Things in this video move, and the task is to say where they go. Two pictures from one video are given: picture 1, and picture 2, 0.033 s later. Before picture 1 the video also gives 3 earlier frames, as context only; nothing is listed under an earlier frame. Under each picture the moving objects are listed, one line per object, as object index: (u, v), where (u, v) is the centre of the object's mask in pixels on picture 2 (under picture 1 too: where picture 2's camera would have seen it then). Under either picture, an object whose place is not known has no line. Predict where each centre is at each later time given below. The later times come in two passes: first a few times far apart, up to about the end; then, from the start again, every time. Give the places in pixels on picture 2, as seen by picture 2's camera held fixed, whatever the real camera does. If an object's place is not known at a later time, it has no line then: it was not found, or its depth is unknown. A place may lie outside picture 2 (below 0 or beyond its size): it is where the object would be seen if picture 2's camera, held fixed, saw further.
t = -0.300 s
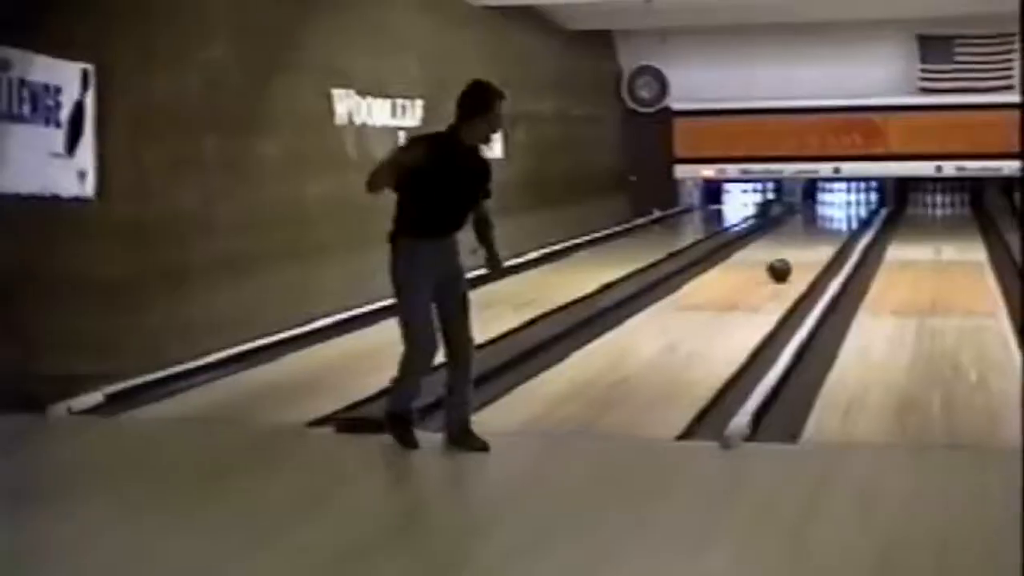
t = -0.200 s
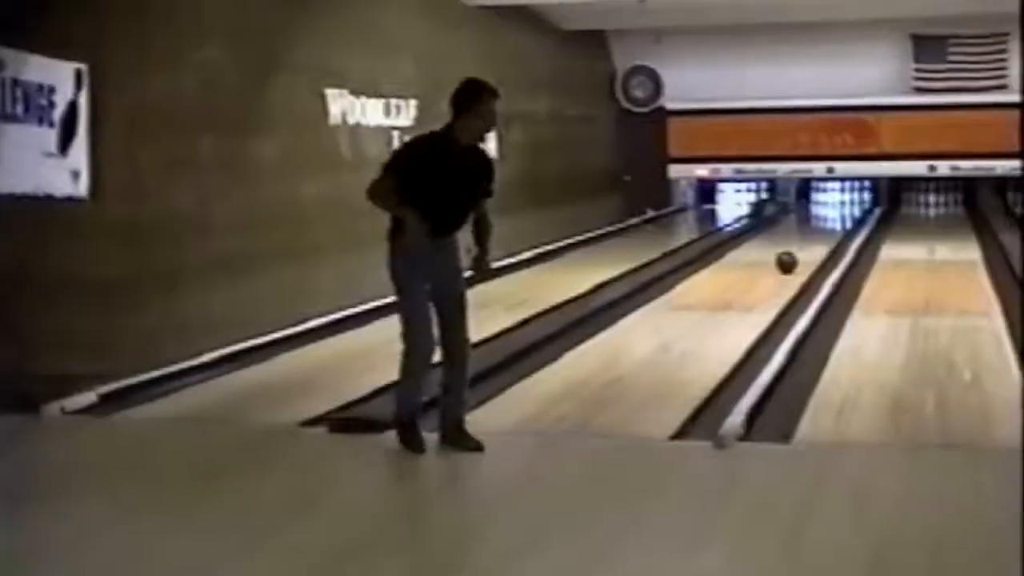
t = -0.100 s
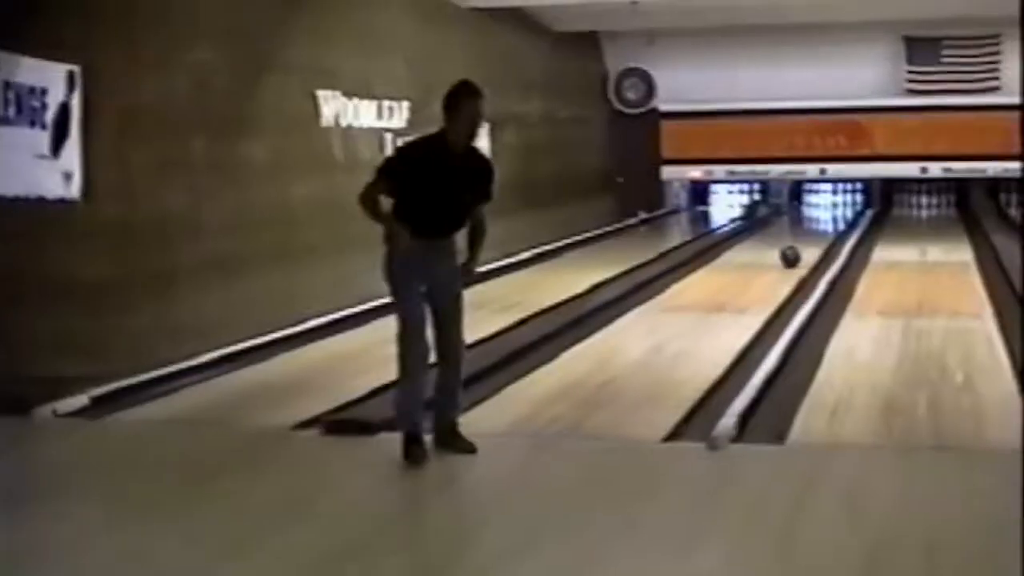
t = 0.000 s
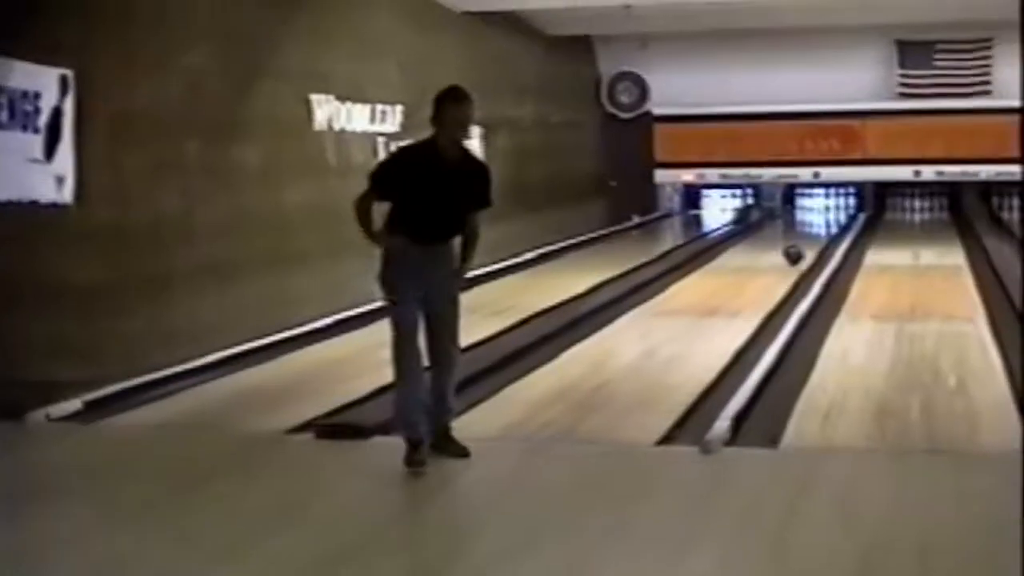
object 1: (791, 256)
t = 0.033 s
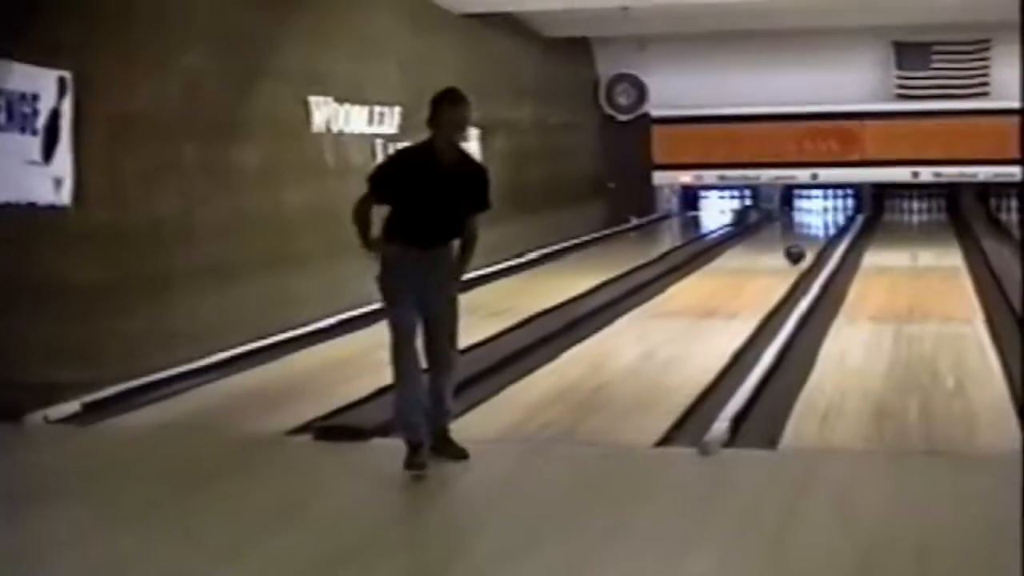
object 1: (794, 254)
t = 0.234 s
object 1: (811, 243)
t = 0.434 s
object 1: (826, 234)
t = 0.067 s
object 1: (797, 252)
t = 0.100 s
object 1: (801, 249)
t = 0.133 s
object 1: (803, 248)
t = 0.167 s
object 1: (806, 247)
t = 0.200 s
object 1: (809, 247)
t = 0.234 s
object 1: (811, 243)
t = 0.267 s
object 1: (814, 241)
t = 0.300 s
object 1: (818, 240)
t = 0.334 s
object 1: (819, 238)
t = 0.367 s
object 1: (822, 237)
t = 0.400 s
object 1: (825, 236)
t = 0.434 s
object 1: (826, 234)
